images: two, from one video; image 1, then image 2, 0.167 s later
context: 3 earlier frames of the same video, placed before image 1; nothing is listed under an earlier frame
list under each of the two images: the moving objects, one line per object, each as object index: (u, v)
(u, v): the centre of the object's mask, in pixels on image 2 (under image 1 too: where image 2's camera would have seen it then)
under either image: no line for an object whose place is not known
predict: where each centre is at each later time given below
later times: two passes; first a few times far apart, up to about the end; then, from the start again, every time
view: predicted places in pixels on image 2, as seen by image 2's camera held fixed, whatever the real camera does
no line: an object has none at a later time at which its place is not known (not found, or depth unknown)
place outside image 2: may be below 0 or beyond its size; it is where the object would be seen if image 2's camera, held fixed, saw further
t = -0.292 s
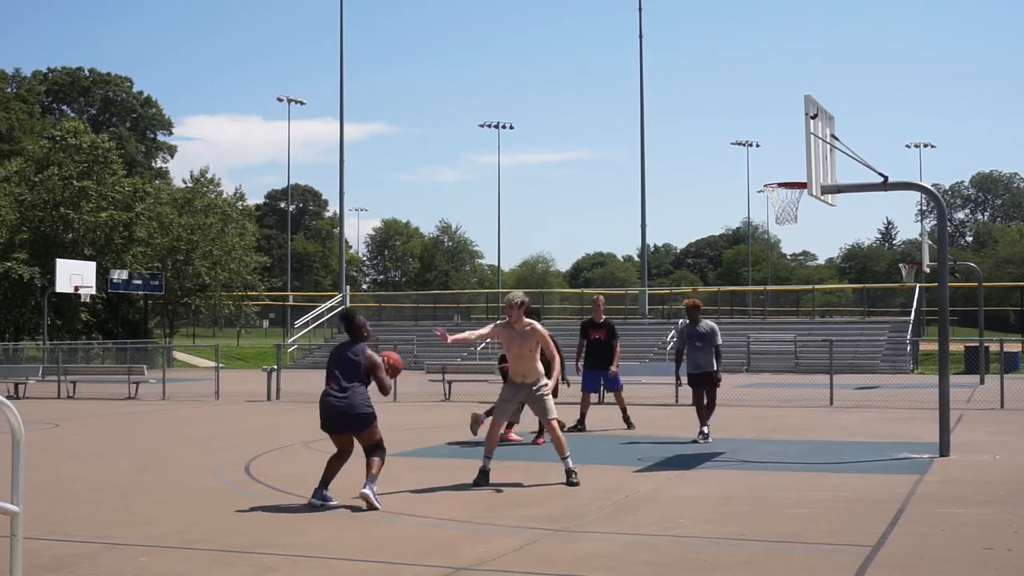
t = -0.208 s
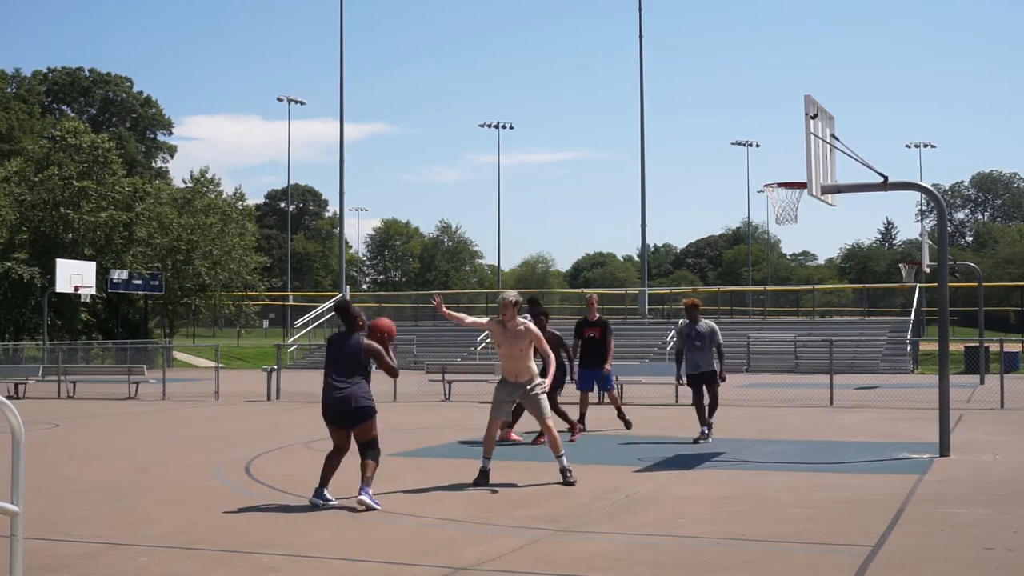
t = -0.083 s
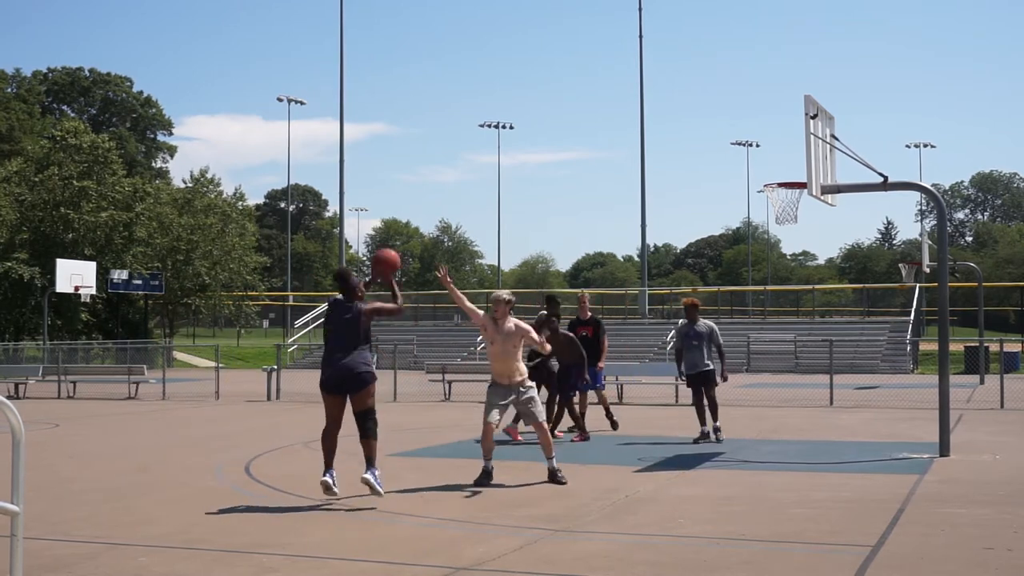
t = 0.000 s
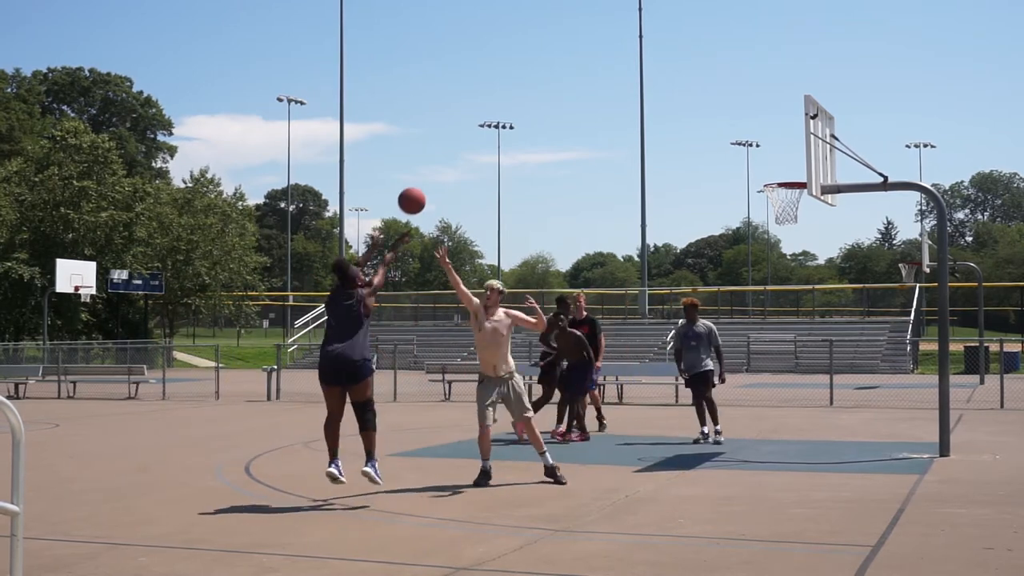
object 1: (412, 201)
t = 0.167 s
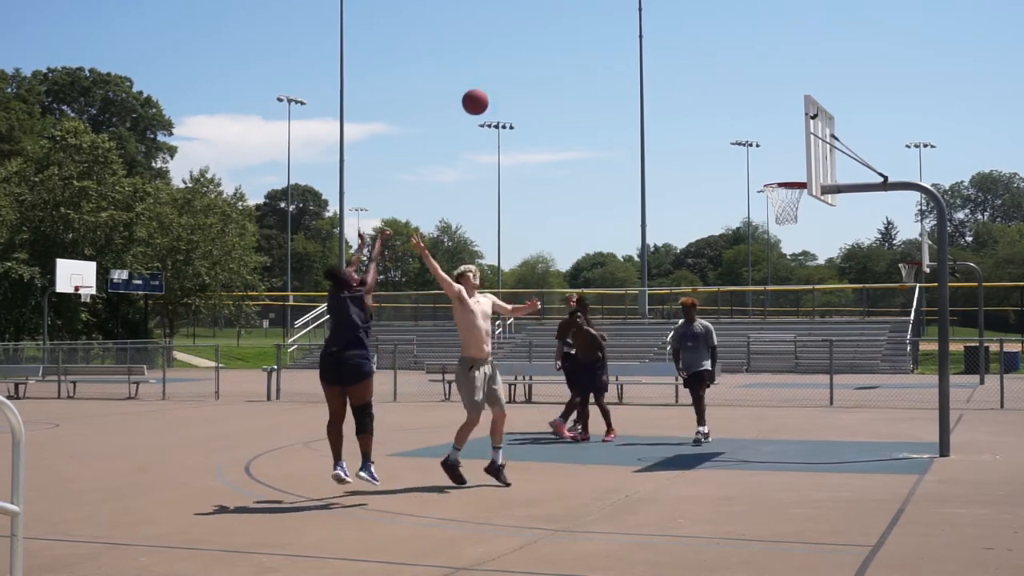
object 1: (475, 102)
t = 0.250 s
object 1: (504, 66)
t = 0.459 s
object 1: (573, 13)
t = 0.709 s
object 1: (648, 10)
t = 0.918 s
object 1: (705, 49)
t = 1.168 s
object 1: (769, 143)
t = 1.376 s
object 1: (812, 237)
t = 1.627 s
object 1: (860, 388)
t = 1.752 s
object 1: (879, 427)
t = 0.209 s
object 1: (490, 83)
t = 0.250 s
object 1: (504, 66)
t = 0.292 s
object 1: (519, 52)
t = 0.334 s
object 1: (533, 39)
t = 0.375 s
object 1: (547, 29)
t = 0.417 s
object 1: (560, 20)
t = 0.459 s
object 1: (573, 13)
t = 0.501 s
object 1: (586, 10)
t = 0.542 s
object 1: (599, 8)
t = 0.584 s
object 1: (612, 7)
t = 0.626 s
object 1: (624, 7)
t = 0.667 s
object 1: (636, 8)
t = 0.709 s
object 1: (648, 10)
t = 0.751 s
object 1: (660, 14)
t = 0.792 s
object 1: (672, 21)
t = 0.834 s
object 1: (683, 29)
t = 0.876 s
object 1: (694, 38)
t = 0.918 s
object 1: (705, 49)
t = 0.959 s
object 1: (716, 62)
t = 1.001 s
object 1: (727, 75)
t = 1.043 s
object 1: (738, 90)
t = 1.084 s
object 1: (748, 106)
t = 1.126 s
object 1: (759, 124)
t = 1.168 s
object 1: (769, 143)
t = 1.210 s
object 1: (779, 163)
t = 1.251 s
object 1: (789, 184)
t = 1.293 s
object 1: (796, 200)
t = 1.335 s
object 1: (804, 218)
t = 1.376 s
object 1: (812, 237)
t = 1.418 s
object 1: (820, 259)
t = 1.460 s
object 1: (827, 282)
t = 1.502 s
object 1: (836, 305)
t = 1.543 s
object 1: (844, 331)
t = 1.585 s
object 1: (852, 359)
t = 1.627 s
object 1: (860, 388)
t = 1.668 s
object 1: (868, 419)
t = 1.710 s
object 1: (876, 449)
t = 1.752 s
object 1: (879, 427)
